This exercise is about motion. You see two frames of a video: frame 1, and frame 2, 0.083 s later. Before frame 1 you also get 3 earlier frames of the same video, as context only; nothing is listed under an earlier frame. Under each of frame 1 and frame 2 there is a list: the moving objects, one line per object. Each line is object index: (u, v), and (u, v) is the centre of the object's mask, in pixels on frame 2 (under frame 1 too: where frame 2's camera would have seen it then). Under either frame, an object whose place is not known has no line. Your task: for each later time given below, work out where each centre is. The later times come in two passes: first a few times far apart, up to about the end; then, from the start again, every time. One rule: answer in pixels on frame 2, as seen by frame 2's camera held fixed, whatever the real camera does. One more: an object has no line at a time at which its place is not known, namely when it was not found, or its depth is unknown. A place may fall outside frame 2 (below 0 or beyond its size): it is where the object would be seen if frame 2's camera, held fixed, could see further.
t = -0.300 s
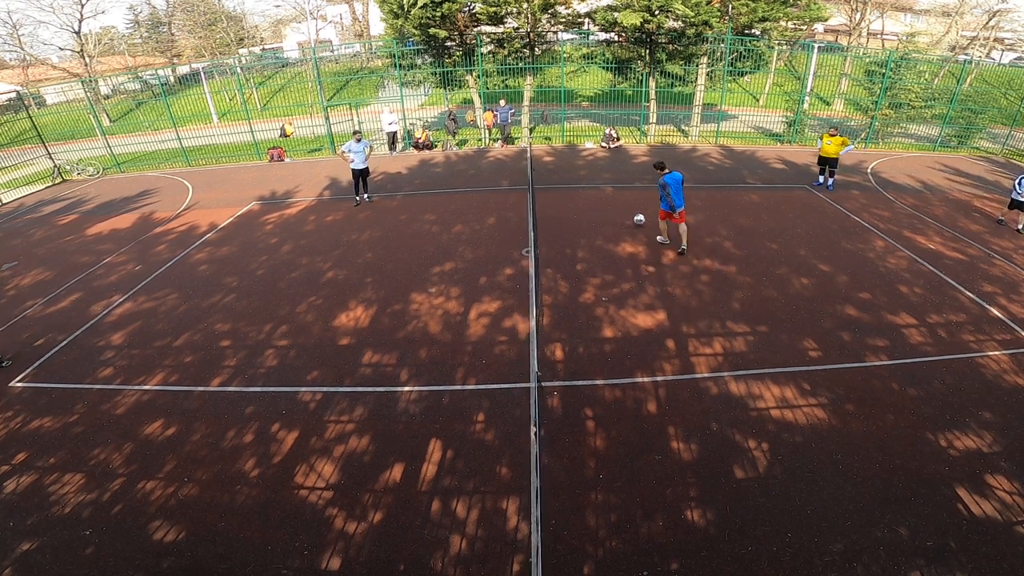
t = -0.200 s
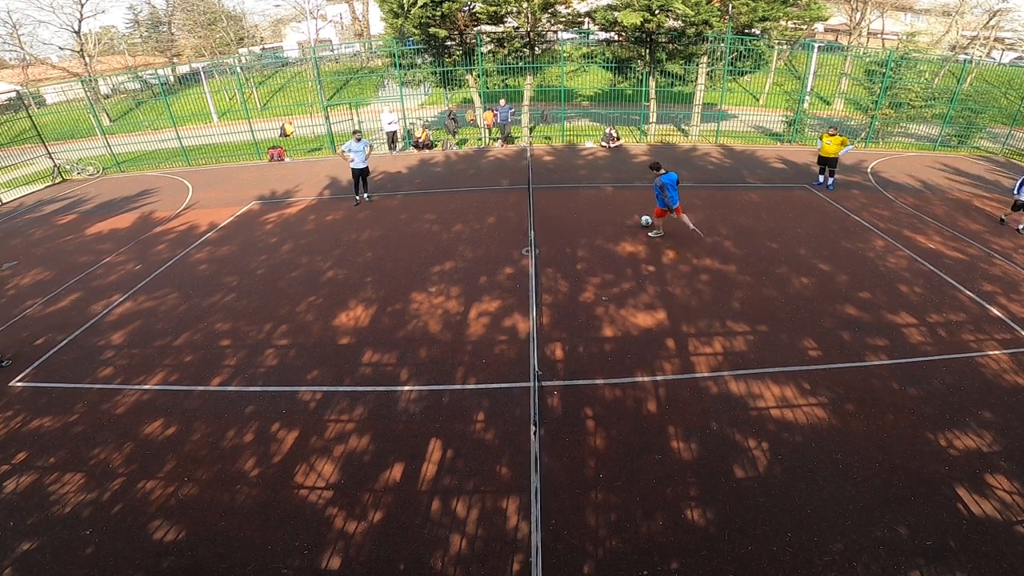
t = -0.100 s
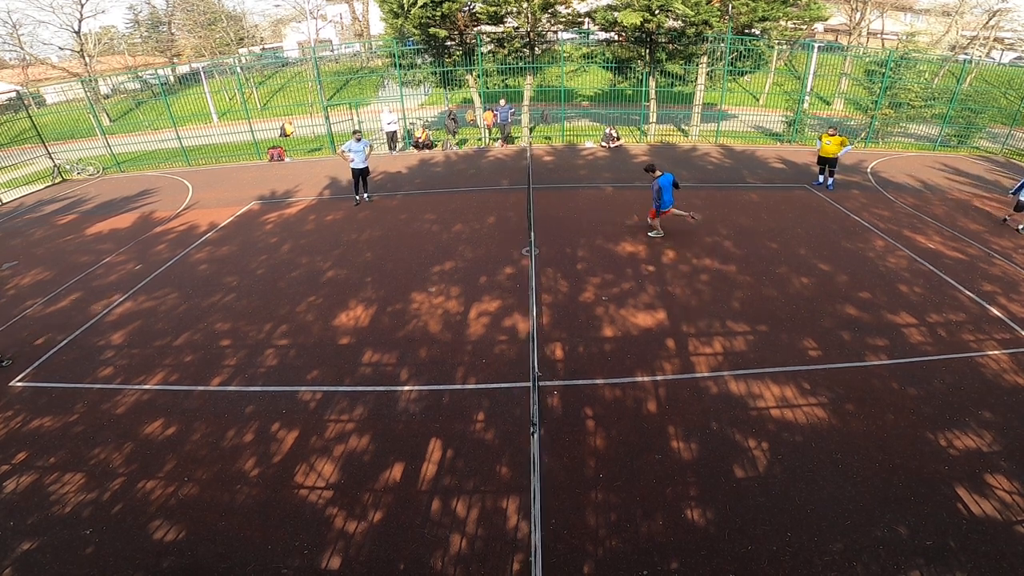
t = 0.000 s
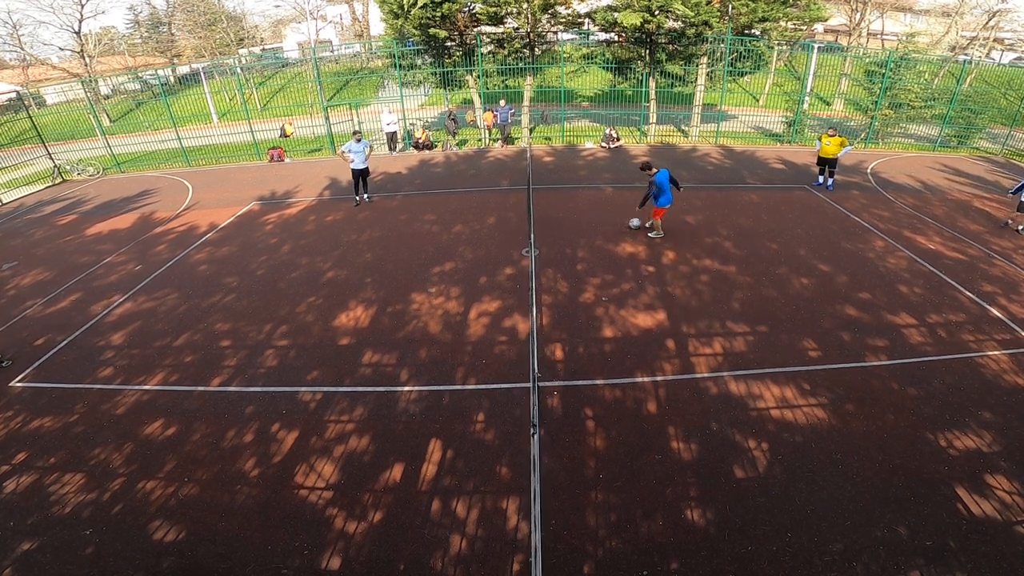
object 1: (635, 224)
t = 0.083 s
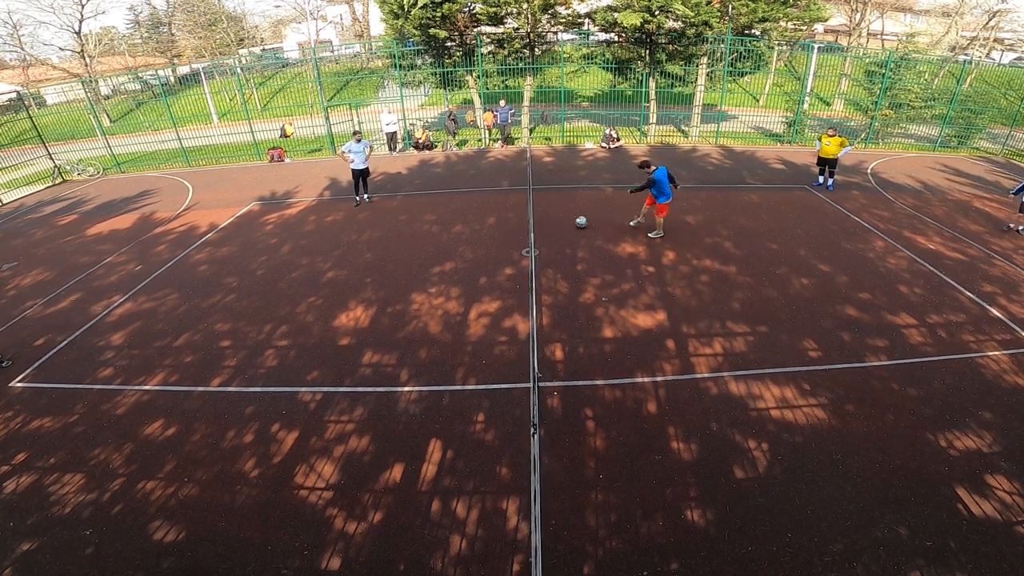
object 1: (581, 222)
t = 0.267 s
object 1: (470, 225)
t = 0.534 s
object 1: (340, 232)
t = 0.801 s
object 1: (242, 236)
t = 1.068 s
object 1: (157, 242)
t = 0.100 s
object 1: (570, 222)
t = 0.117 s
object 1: (560, 222)
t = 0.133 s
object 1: (549, 222)
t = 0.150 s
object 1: (539, 223)
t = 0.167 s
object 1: (526, 223)
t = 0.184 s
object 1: (518, 224)
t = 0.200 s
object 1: (508, 225)
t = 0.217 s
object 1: (498, 225)
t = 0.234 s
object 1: (488, 225)
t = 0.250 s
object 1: (479, 225)
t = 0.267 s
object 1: (470, 225)
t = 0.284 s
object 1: (461, 226)
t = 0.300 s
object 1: (452, 226)
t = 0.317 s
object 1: (442, 227)
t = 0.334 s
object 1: (433, 227)
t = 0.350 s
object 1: (424, 228)
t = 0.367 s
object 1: (415, 228)
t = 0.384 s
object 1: (407, 228)
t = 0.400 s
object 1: (399, 229)
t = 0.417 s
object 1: (391, 229)
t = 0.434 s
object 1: (384, 229)
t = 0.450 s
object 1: (376, 230)
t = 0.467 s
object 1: (368, 230)
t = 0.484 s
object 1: (360, 231)
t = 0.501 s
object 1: (353, 231)
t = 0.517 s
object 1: (346, 231)
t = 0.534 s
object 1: (340, 232)
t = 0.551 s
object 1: (333, 231)
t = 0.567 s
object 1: (326, 232)
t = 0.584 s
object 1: (319, 233)
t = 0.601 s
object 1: (313, 234)
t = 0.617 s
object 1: (306, 234)
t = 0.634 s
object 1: (300, 234)
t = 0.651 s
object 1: (294, 233)
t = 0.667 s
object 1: (288, 234)
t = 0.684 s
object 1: (282, 234)
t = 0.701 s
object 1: (276, 234)
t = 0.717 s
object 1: (270, 234)
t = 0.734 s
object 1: (265, 235)
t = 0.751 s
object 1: (259, 235)
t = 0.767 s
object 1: (253, 236)
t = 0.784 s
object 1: (248, 236)
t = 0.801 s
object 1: (242, 236)
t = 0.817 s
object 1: (237, 237)
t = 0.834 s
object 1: (231, 237)
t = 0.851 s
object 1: (225, 237)
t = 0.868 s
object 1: (220, 237)
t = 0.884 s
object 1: (214, 238)
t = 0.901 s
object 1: (210, 239)
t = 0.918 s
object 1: (204, 239)
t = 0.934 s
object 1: (198, 239)
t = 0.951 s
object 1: (193, 240)
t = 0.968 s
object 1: (187, 240)
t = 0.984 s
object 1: (182, 240)
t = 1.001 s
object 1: (177, 241)
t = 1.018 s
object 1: (172, 241)
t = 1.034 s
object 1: (166, 242)
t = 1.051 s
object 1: (161, 242)
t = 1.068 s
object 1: (157, 242)
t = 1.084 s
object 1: (150, 242)
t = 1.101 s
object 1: (146, 242)
